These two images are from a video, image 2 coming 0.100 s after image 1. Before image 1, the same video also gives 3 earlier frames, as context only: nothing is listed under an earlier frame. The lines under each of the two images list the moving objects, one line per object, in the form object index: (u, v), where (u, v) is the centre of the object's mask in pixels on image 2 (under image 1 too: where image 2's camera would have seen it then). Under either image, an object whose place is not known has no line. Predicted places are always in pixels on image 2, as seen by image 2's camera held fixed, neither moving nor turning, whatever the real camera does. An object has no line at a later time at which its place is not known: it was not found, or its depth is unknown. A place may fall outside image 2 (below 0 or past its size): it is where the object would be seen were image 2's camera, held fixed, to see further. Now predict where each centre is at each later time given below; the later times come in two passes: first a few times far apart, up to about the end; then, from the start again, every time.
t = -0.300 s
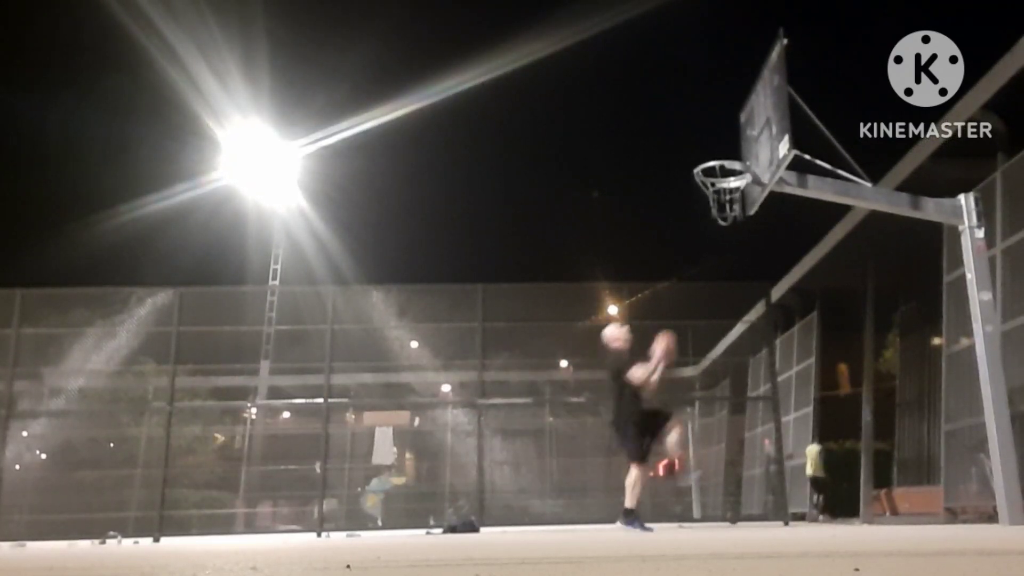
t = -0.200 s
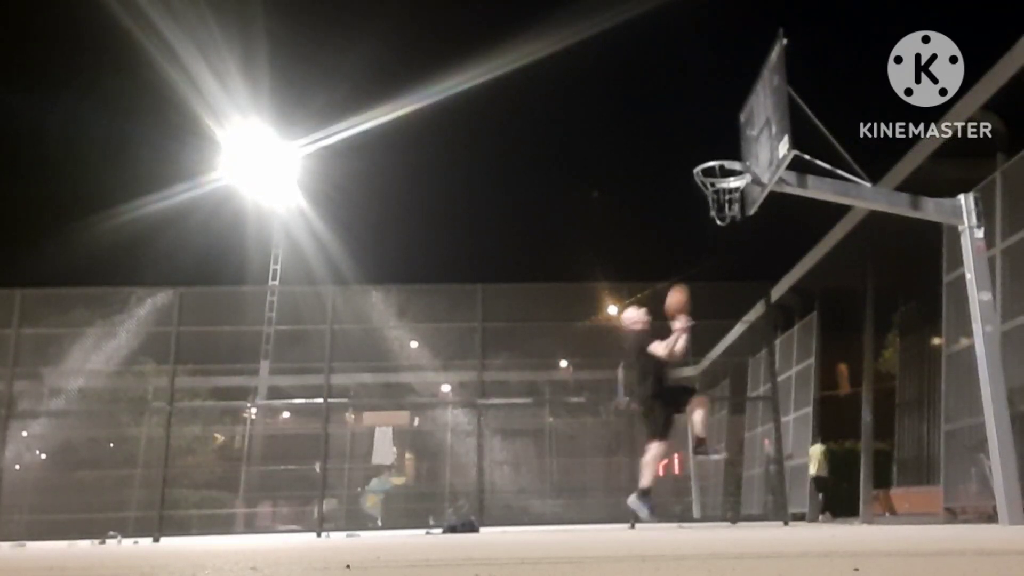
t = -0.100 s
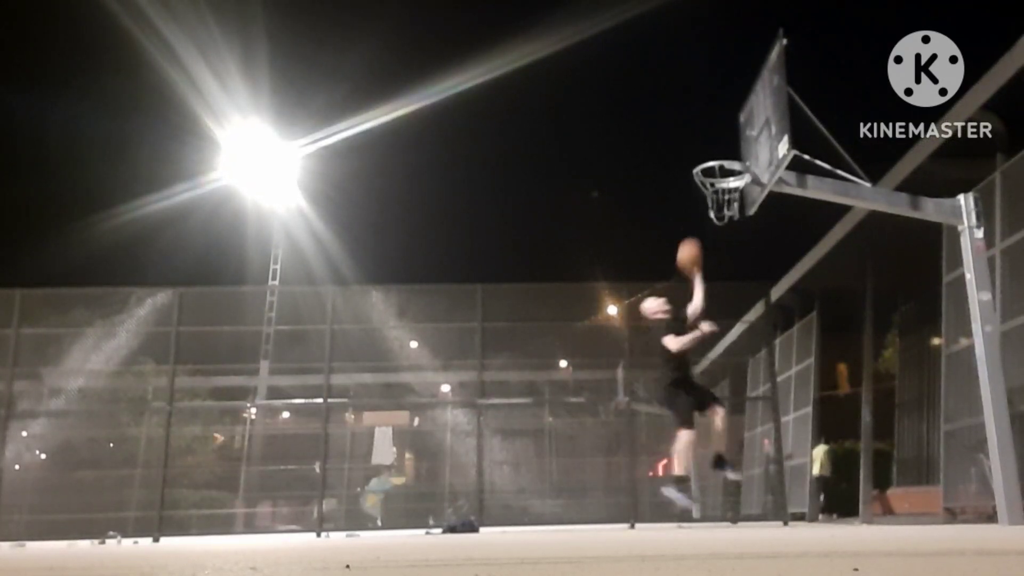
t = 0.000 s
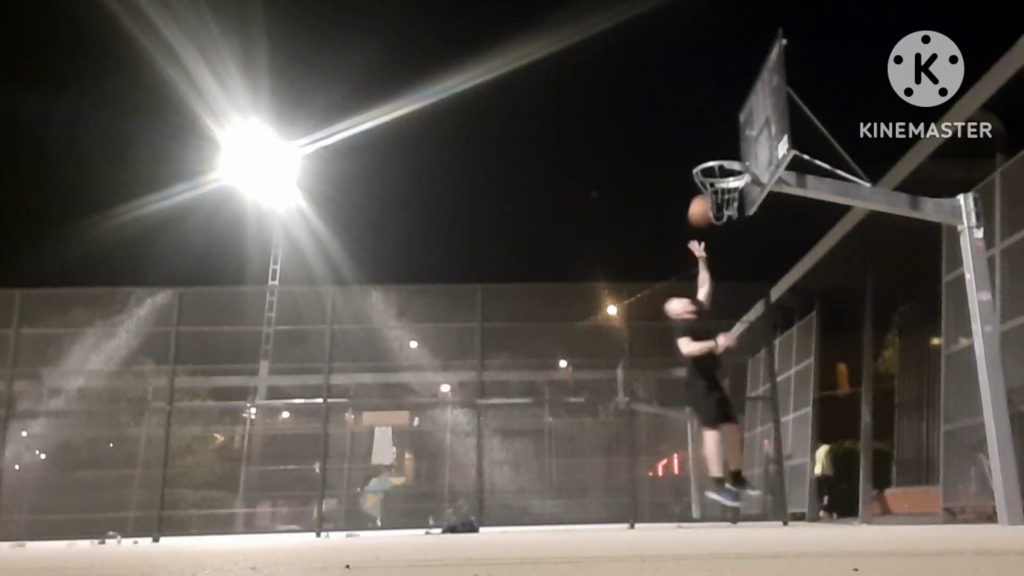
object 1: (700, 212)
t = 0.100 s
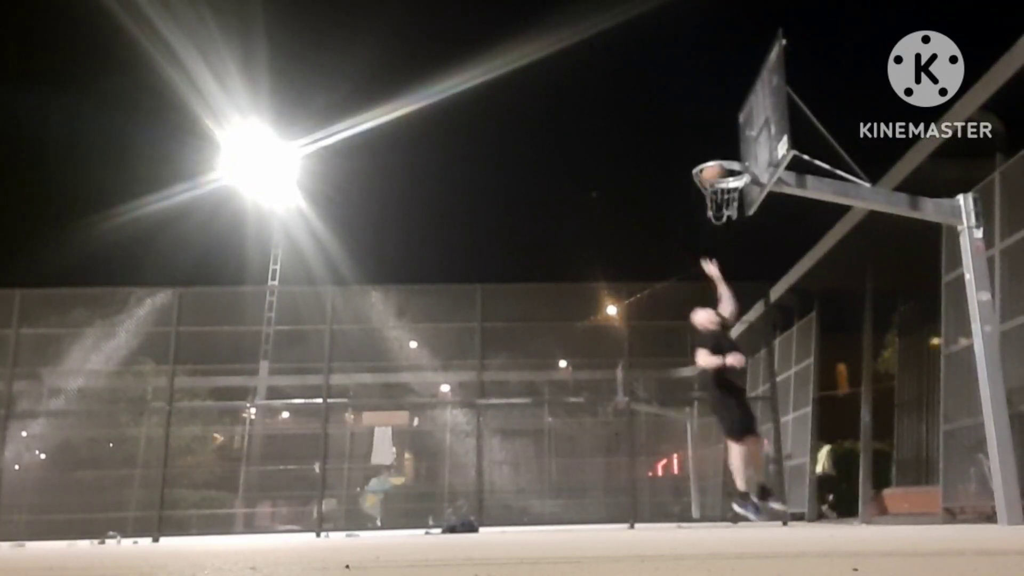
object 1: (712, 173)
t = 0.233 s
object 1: (731, 143)
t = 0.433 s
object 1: (730, 134)
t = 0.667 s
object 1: (710, 178)
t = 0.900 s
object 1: (720, 193)
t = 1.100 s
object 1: (724, 208)
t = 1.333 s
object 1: (724, 224)
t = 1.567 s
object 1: (729, 295)
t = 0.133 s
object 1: (717, 164)
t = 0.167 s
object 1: (723, 152)
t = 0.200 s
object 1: (727, 148)
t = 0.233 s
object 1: (731, 143)
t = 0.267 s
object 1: (736, 138)
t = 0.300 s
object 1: (740, 133)
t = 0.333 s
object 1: (739, 131)
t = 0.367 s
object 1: (735, 131)
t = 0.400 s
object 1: (732, 132)
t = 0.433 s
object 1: (730, 134)
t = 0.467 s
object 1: (727, 137)
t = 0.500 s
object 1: (724, 141)
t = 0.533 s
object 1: (722, 145)
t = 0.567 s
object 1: (719, 150)
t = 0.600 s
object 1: (715, 160)
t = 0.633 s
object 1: (713, 168)
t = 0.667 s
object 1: (710, 178)
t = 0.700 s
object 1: (710, 182)
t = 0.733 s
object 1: (711, 183)
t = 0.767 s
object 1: (713, 184)
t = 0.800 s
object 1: (715, 186)
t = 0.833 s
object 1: (716, 187)
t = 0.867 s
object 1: (718, 190)
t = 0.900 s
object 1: (720, 193)
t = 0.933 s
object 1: (722, 198)
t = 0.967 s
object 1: (723, 203)
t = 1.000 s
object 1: (724, 208)
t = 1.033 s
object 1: (724, 209)
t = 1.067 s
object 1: (724, 208)
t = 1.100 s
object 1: (724, 208)
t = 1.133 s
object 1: (723, 208)
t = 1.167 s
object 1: (723, 209)
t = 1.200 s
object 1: (724, 211)
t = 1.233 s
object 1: (724, 212)
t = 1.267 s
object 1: (724, 215)
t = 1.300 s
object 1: (724, 219)
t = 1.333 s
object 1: (724, 224)
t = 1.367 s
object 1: (725, 231)
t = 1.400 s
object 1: (726, 238)
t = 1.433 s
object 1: (726, 247)
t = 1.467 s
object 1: (727, 257)
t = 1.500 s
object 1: (728, 268)
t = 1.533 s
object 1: (728, 281)
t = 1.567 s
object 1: (729, 295)
